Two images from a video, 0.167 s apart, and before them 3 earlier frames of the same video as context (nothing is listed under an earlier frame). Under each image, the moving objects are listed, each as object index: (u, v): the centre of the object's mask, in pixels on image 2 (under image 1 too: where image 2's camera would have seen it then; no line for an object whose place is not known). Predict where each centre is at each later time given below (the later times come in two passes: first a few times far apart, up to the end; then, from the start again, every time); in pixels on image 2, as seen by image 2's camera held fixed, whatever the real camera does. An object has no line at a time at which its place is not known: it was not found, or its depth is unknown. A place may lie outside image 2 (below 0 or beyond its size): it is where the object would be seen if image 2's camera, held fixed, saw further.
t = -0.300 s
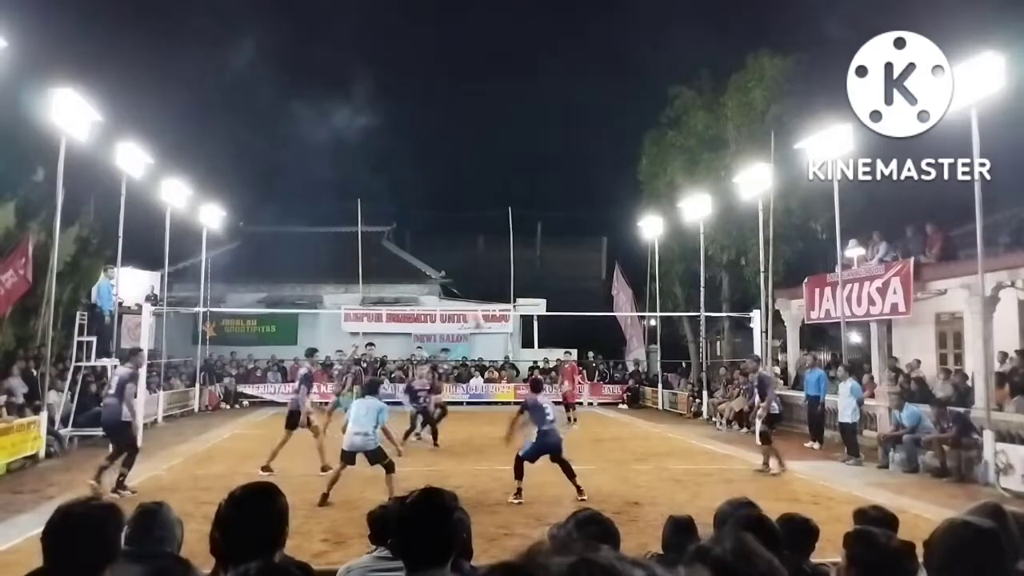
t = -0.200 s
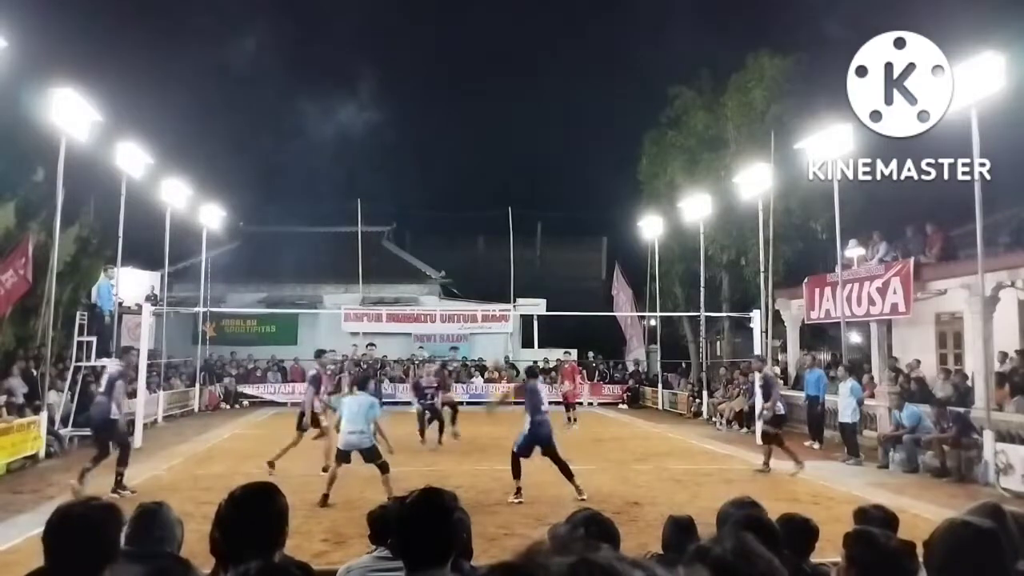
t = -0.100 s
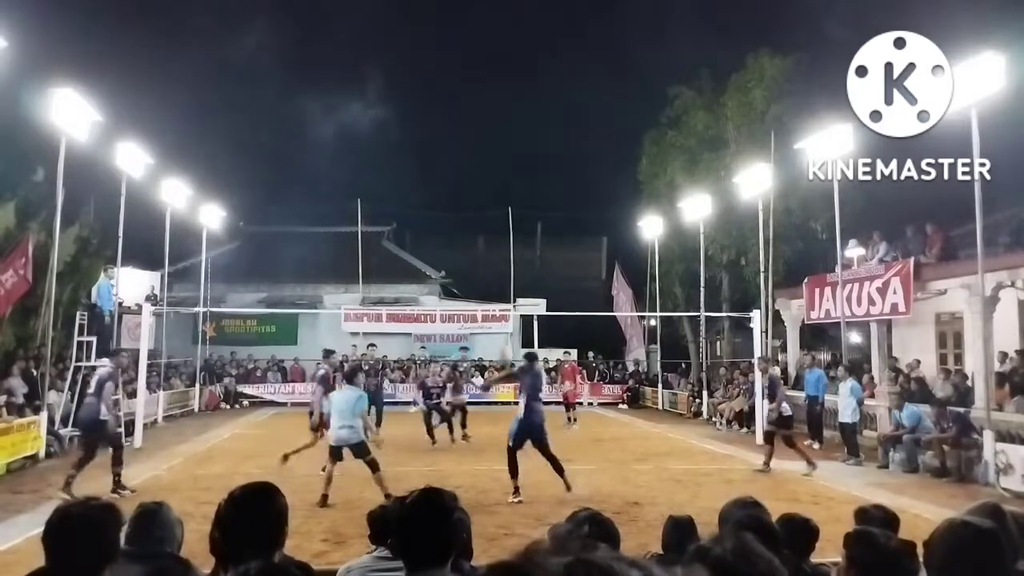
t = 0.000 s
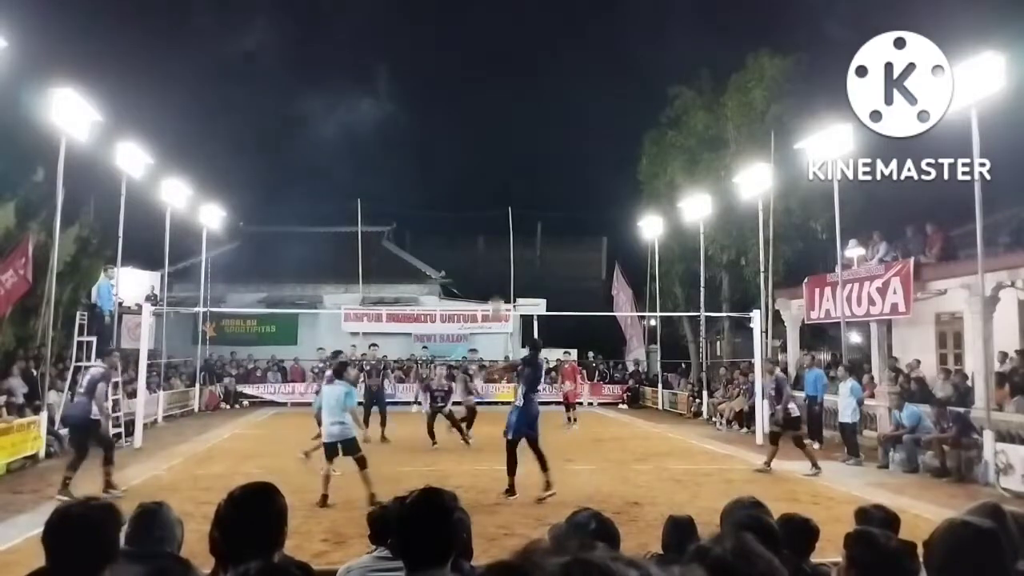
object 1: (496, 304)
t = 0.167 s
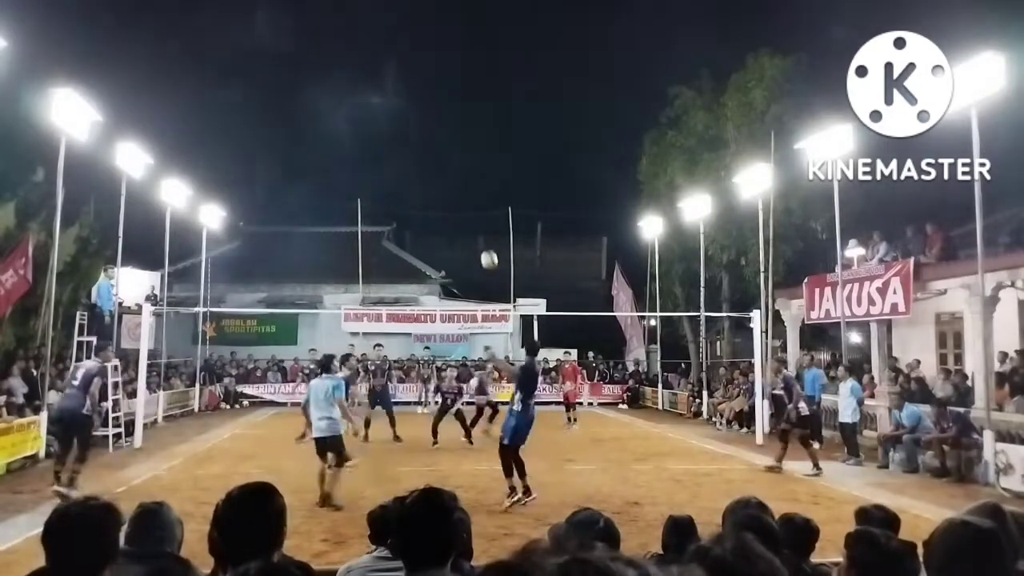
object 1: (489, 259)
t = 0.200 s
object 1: (488, 252)
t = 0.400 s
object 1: (479, 231)
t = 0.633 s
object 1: (471, 239)
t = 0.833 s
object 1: (464, 271)
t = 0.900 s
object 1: (462, 286)
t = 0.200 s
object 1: (488, 252)
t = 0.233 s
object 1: (486, 246)
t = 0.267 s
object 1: (485, 242)
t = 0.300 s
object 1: (483, 238)
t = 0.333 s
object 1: (482, 235)
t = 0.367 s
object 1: (480, 232)
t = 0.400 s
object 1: (479, 231)
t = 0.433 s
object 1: (478, 230)
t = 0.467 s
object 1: (477, 230)
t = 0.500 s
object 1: (475, 230)
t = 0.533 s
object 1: (474, 231)
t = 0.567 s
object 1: (473, 233)
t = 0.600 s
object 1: (472, 235)
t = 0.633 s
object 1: (471, 239)
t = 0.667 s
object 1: (469, 243)
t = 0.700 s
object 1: (468, 247)
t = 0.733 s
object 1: (467, 253)
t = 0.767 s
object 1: (466, 258)
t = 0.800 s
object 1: (465, 265)
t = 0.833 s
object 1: (464, 271)
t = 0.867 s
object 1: (463, 279)
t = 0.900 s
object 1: (462, 286)
